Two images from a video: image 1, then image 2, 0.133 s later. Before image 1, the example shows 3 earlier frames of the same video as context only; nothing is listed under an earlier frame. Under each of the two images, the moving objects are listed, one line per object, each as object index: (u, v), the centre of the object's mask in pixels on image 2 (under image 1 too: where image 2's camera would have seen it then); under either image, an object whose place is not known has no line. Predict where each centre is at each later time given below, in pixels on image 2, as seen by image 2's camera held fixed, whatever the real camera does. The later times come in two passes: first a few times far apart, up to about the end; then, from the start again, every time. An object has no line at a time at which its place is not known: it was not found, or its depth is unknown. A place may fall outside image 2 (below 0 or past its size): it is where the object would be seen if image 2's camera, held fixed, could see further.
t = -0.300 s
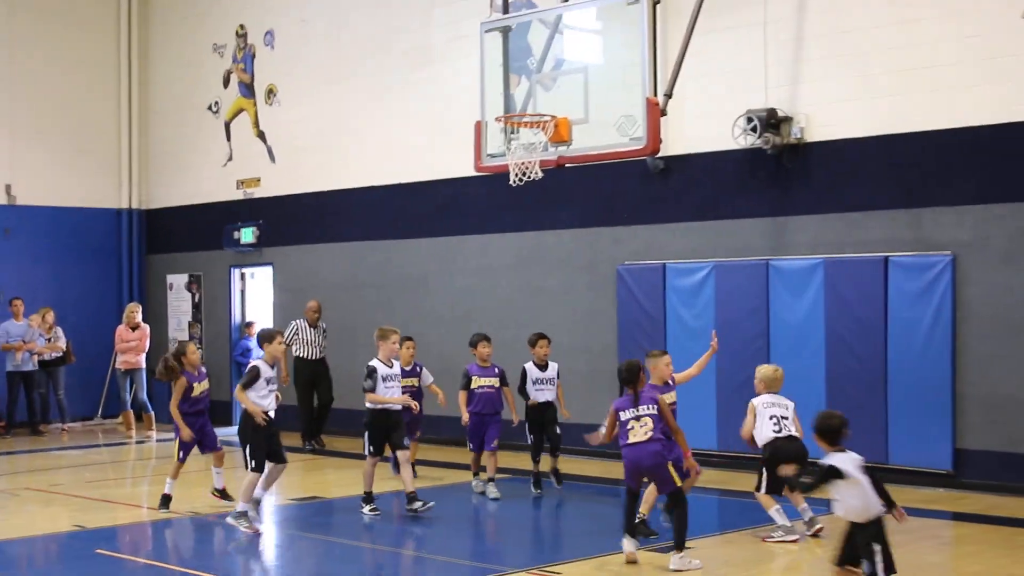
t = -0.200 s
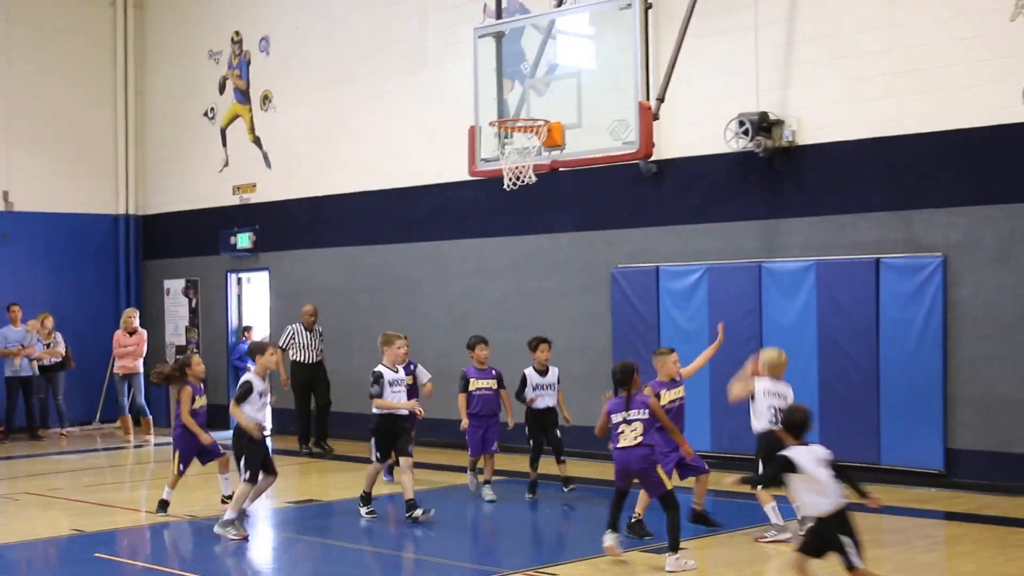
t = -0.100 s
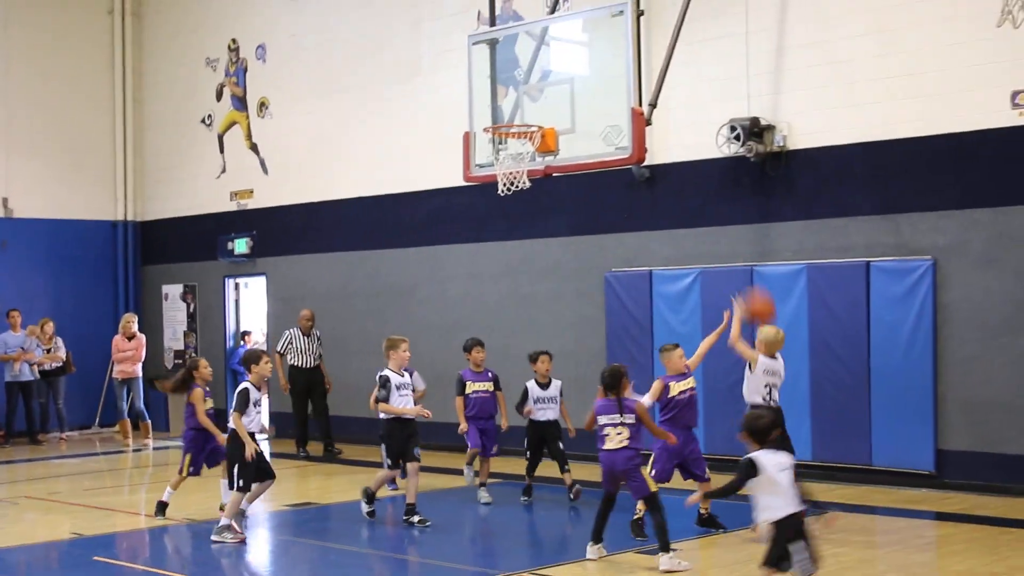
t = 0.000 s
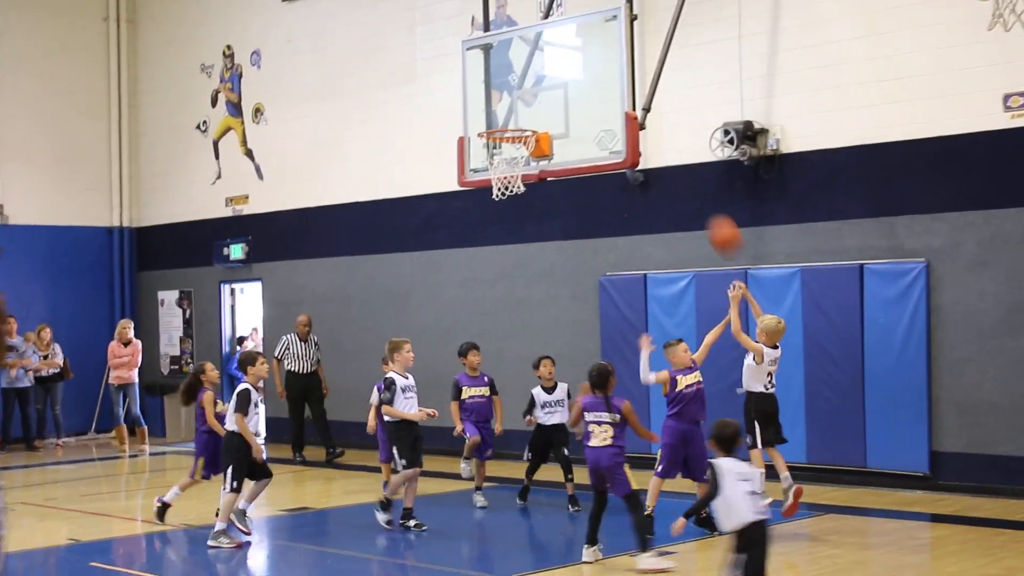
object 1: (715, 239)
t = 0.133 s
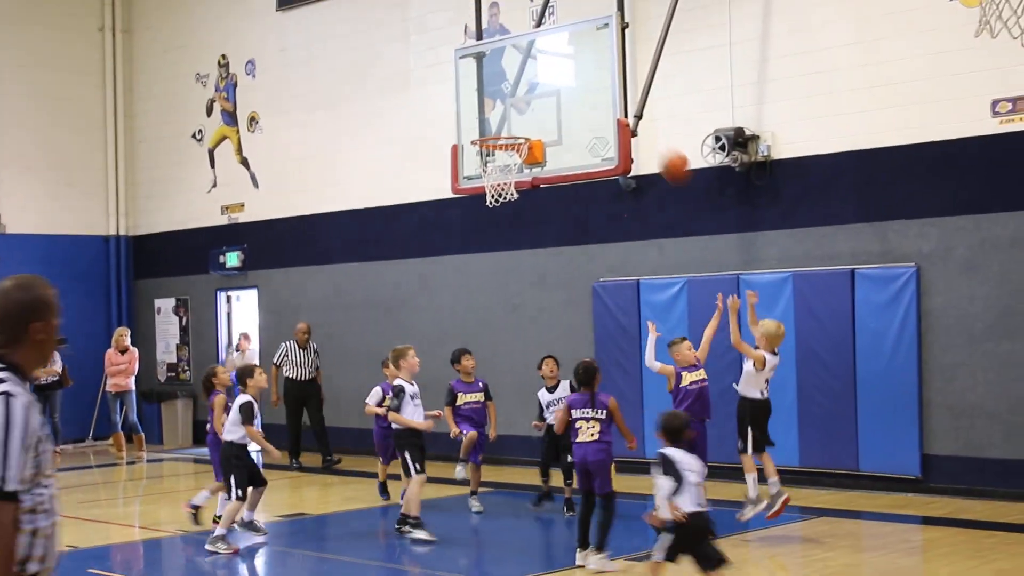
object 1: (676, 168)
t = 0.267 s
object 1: (635, 113)
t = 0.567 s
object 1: (551, 82)
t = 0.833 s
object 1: (485, 146)
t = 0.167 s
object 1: (664, 150)
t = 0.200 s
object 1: (654, 136)
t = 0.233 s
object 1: (644, 123)
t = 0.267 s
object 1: (635, 113)
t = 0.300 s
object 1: (624, 104)
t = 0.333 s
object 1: (615, 96)
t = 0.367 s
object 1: (605, 89)
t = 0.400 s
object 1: (596, 85)
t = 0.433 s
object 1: (587, 81)
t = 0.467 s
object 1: (578, 79)
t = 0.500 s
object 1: (569, 79)
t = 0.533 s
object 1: (560, 80)
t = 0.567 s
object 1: (551, 82)
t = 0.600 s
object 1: (541, 86)
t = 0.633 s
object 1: (534, 90)
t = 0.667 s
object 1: (525, 95)
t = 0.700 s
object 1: (517, 103)
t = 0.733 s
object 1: (509, 111)
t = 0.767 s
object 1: (500, 122)
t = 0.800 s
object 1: (491, 129)
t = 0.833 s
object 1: (485, 146)
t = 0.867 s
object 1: (489, 156)
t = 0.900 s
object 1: (495, 168)
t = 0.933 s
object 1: (498, 180)
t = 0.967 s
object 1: (503, 197)
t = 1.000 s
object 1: (507, 209)
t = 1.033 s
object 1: (510, 222)
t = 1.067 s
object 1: (514, 238)
